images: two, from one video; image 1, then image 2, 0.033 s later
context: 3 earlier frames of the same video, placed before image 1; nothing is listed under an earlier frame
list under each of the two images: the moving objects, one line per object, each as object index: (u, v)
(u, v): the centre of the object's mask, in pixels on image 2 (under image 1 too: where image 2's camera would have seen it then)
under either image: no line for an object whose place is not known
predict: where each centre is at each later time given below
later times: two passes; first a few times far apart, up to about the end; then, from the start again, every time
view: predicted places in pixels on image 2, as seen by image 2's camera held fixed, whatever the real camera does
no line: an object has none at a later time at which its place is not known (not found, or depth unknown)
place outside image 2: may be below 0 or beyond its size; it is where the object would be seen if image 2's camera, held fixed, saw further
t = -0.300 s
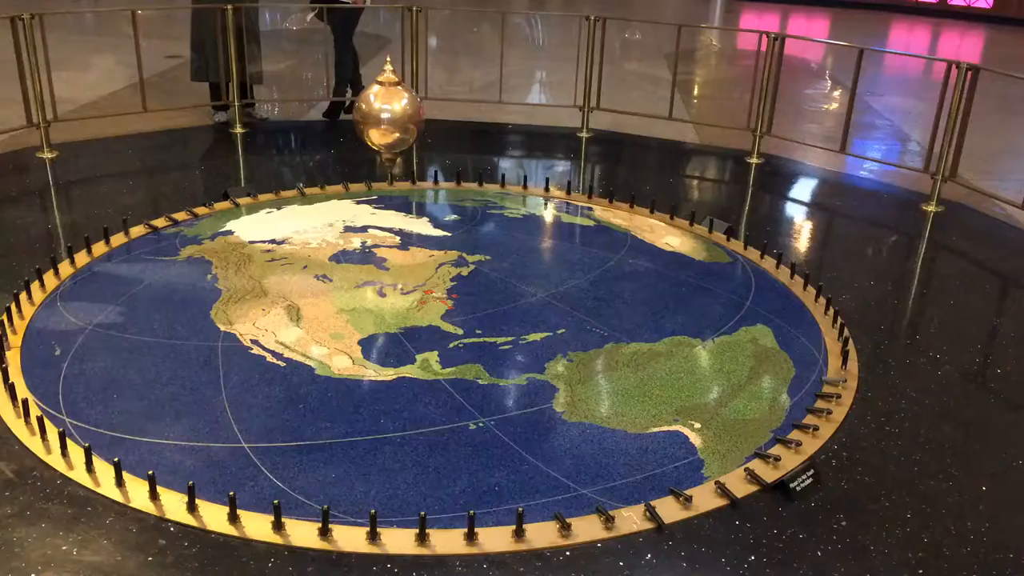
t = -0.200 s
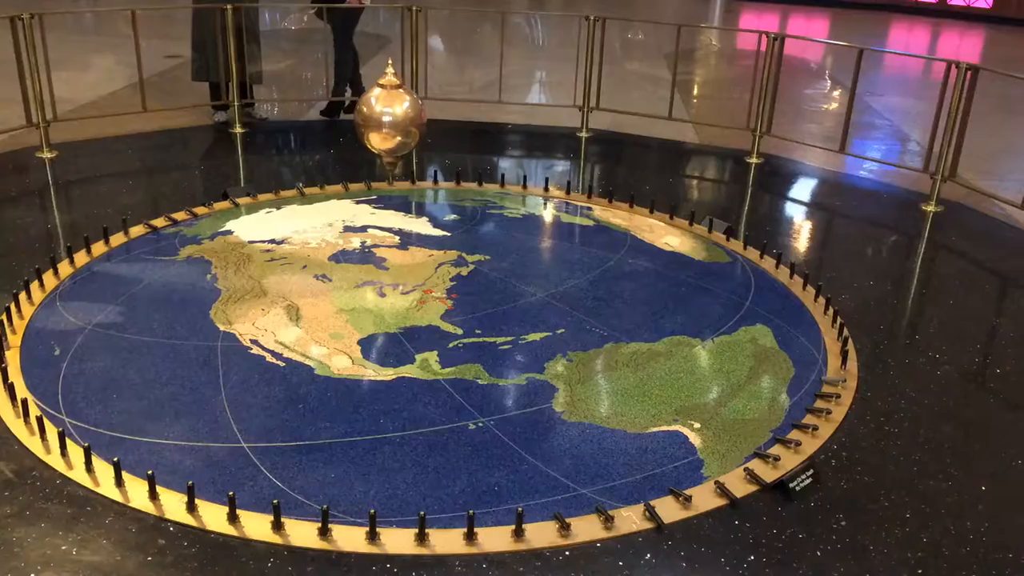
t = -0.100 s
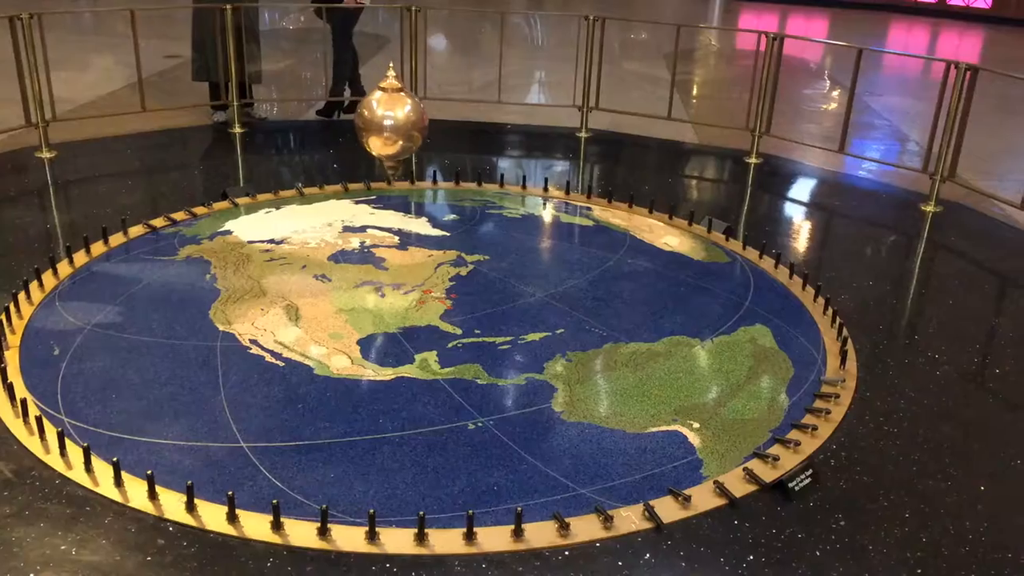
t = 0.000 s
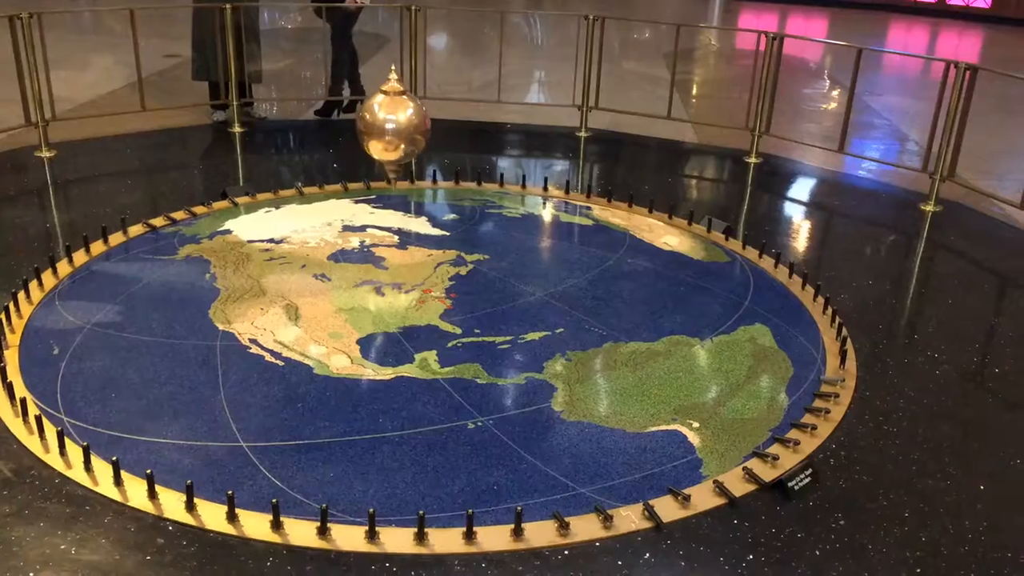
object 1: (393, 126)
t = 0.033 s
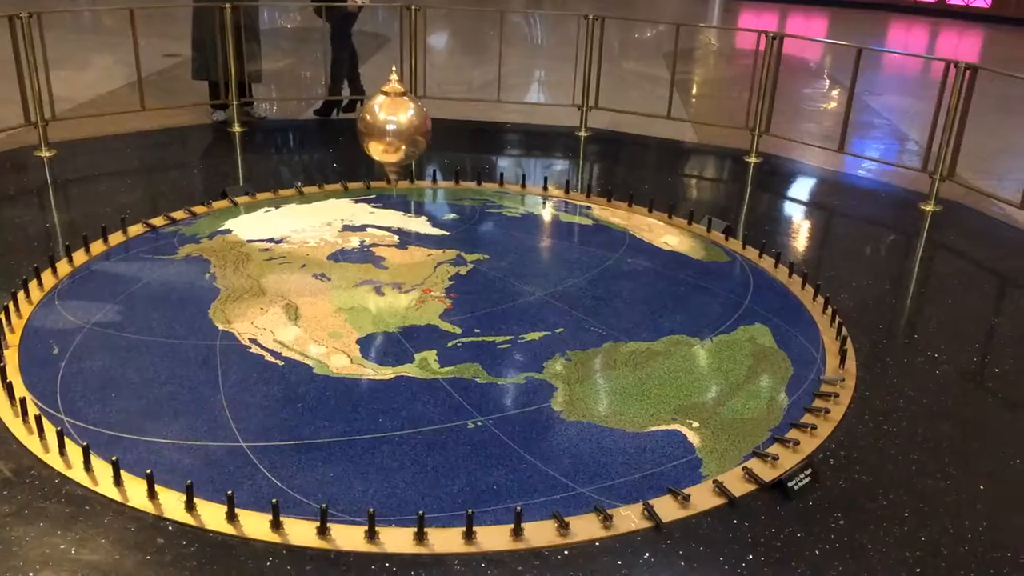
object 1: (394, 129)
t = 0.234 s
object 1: (399, 137)
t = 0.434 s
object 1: (405, 148)
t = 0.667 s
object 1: (414, 161)
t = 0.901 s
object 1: (422, 176)
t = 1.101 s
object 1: (430, 191)
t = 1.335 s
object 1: (441, 209)
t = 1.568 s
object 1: (454, 229)
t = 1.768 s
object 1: (467, 247)
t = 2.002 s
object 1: (482, 269)
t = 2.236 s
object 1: (498, 294)
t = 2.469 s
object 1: (514, 318)
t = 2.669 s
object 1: (529, 338)
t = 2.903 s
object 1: (546, 362)
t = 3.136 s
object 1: (561, 384)
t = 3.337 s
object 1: (571, 400)
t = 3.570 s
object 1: (581, 416)
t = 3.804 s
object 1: (588, 425)
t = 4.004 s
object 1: (590, 427)
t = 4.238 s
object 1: (587, 425)
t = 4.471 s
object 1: (581, 416)
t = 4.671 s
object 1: (572, 403)
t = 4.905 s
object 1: (558, 383)
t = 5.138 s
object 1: (541, 361)
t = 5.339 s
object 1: (526, 341)
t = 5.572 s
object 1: (510, 315)
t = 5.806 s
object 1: (494, 292)
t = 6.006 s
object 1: (480, 272)
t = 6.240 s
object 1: (465, 248)
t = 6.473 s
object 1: (450, 224)
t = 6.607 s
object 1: (443, 213)
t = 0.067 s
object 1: (395, 130)
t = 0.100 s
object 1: (396, 131)
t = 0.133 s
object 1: (397, 133)
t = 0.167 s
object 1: (398, 134)
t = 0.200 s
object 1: (398, 136)
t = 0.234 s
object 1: (399, 137)
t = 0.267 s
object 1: (400, 139)
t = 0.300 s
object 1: (401, 141)
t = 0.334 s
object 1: (402, 142)
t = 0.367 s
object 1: (403, 144)
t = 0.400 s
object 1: (404, 146)
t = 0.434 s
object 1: (405, 148)
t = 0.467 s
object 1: (406, 149)
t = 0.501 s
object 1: (407, 152)
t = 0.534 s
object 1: (409, 154)
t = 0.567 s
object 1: (410, 155)
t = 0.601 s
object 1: (411, 157)
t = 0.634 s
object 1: (412, 159)
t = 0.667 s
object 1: (414, 161)
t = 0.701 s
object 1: (415, 163)
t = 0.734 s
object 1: (416, 165)
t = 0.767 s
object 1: (417, 167)
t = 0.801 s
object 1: (418, 169)
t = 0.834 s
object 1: (420, 171)
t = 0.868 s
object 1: (420, 174)
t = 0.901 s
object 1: (422, 176)
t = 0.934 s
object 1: (423, 178)
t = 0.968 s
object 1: (424, 181)
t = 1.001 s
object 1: (426, 183)
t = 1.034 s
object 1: (427, 186)
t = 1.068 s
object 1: (429, 188)
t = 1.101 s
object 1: (430, 191)
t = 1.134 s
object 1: (432, 193)
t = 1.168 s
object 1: (433, 195)
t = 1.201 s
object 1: (435, 198)
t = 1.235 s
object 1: (436, 201)
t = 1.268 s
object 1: (438, 203)
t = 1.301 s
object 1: (440, 207)
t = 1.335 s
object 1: (441, 209)
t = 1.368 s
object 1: (443, 211)
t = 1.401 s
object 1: (445, 213)
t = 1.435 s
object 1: (447, 217)
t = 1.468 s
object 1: (449, 220)
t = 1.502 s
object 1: (451, 223)
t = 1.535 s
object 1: (452, 226)
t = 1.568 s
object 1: (454, 229)
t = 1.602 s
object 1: (456, 232)
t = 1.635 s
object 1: (458, 235)
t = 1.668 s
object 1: (460, 238)
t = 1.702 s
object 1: (462, 241)
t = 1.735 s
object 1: (464, 244)
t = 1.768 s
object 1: (467, 247)
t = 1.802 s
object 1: (468, 251)
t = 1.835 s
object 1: (471, 253)
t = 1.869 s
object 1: (473, 256)
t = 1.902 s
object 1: (475, 260)
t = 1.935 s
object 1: (477, 263)
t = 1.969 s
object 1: (479, 266)
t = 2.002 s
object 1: (482, 269)
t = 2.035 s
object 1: (484, 273)
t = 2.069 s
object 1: (486, 277)
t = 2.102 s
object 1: (488, 281)
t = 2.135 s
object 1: (491, 284)
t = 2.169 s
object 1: (493, 287)
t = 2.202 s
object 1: (495, 291)
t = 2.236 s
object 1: (498, 294)
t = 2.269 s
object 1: (500, 297)
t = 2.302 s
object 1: (503, 301)
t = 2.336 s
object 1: (505, 305)
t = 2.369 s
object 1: (507, 308)
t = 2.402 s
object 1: (509, 311)
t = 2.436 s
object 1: (512, 315)
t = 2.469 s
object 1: (514, 318)
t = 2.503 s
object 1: (516, 322)
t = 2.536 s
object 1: (519, 325)
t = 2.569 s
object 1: (521, 328)
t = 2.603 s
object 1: (523, 332)
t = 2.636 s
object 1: (526, 335)
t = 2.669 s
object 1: (529, 338)
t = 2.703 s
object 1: (531, 343)
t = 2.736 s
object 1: (533, 346)
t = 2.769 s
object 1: (536, 350)
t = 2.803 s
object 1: (538, 353)
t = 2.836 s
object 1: (540, 357)
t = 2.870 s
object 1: (543, 360)
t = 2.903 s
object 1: (546, 362)
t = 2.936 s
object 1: (547, 366)
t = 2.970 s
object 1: (550, 368)
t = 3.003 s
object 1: (552, 372)
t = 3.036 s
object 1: (554, 375)
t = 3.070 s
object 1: (556, 378)
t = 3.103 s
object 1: (559, 381)
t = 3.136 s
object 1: (561, 384)
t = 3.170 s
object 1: (562, 387)
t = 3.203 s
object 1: (564, 390)
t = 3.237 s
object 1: (566, 393)
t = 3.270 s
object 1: (568, 395)
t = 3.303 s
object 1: (569, 397)
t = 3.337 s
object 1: (571, 400)
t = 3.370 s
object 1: (573, 403)
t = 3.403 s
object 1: (574, 406)
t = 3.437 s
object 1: (576, 408)
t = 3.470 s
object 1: (577, 410)
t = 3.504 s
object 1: (579, 412)
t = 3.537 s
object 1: (580, 414)
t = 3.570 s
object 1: (581, 416)
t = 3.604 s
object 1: (583, 417)
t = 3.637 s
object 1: (584, 419)
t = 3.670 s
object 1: (585, 420)
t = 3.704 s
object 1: (586, 422)
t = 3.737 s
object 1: (586, 423)
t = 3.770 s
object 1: (587, 424)
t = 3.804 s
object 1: (588, 425)
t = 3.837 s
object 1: (589, 425)
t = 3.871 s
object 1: (589, 426)
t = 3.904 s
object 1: (589, 427)
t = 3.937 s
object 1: (590, 427)
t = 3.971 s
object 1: (590, 427)
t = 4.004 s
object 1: (590, 427)
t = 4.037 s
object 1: (589, 427)
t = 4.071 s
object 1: (589, 427)
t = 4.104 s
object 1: (589, 427)
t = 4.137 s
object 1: (589, 426)
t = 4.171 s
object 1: (589, 426)
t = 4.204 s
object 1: (588, 425)
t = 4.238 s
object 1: (587, 425)
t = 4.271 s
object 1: (587, 424)
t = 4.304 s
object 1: (586, 422)
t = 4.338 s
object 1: (586, 421)
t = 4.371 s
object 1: (585, 420)
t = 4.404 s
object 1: (583, 418)
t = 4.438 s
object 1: (582, 417)
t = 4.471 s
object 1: (581, 416)
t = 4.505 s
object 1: (580, 413)
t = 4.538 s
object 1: (578, 411)
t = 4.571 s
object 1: (577, 410)
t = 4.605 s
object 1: (575, 408)
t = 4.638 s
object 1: (573, 405)
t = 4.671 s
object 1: (572, 403)
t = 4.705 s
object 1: (570, 401)
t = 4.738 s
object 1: (568, 398)
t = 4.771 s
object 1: (566, 395)
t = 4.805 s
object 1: (564, 391)
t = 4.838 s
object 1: (562, 390)
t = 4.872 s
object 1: (560, 386)
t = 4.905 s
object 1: (558, 383)
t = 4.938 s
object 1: (555, 379)
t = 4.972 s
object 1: (553, 377)
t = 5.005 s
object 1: (551, 375)
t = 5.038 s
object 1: (548, 371)
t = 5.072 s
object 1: (546, 368)
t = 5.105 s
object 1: (544, 365)
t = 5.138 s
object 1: (541, 361)
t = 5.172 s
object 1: (539, 357)
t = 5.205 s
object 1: (537, 354)
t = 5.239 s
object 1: (534, 351)
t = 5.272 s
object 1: (531, 347)
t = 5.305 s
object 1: (529, 345)
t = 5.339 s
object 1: (526, 341)
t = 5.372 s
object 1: (524, 337)
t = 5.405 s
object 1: (522, 334)
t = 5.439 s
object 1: (519, 330)
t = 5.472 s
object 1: (516, 326)
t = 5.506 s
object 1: (515, 322)
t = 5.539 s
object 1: (512, 319)
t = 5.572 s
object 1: (510, 315)
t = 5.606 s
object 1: (507, 312)
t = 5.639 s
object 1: (506, 309)
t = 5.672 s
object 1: (503, 305)
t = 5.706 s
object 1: (501, 303)
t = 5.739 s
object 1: (498, 299)
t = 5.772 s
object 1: (496, 295)
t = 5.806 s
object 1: (494, 292)
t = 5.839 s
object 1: (491, 288)
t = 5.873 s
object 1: (489, 285)
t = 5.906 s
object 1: (487, 282)
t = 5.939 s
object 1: (485, 278)
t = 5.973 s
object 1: (482, 275)
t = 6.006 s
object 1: (480, 272)
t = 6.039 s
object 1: (478, 268)
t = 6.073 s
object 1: (476, 265)
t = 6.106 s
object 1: (474, 261)
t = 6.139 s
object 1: (471, 258)
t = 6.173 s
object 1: (469, 255)
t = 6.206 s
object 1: (467, 251)
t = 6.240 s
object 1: (465, 248)
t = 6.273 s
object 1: (463, 244)
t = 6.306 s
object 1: (460, 241)
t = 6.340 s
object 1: (458, 238)
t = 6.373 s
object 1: (456, 234)
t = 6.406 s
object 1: (454, 230)
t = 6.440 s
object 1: (452, 227)
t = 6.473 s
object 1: (450, 224)
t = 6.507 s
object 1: (448, 222)
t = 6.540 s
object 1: (446, 219)
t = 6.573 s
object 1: (445, 217)
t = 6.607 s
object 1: (443, 213)
